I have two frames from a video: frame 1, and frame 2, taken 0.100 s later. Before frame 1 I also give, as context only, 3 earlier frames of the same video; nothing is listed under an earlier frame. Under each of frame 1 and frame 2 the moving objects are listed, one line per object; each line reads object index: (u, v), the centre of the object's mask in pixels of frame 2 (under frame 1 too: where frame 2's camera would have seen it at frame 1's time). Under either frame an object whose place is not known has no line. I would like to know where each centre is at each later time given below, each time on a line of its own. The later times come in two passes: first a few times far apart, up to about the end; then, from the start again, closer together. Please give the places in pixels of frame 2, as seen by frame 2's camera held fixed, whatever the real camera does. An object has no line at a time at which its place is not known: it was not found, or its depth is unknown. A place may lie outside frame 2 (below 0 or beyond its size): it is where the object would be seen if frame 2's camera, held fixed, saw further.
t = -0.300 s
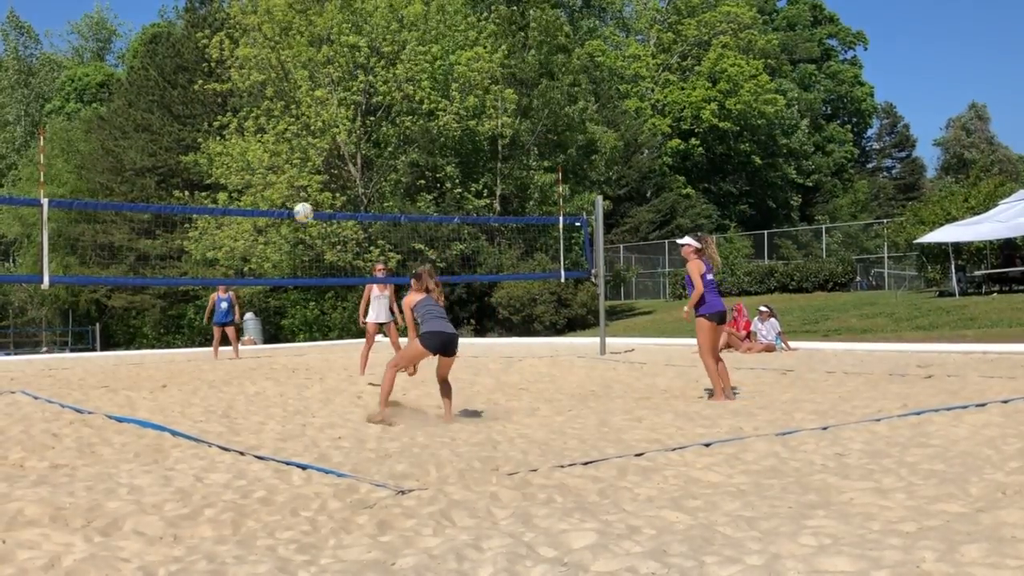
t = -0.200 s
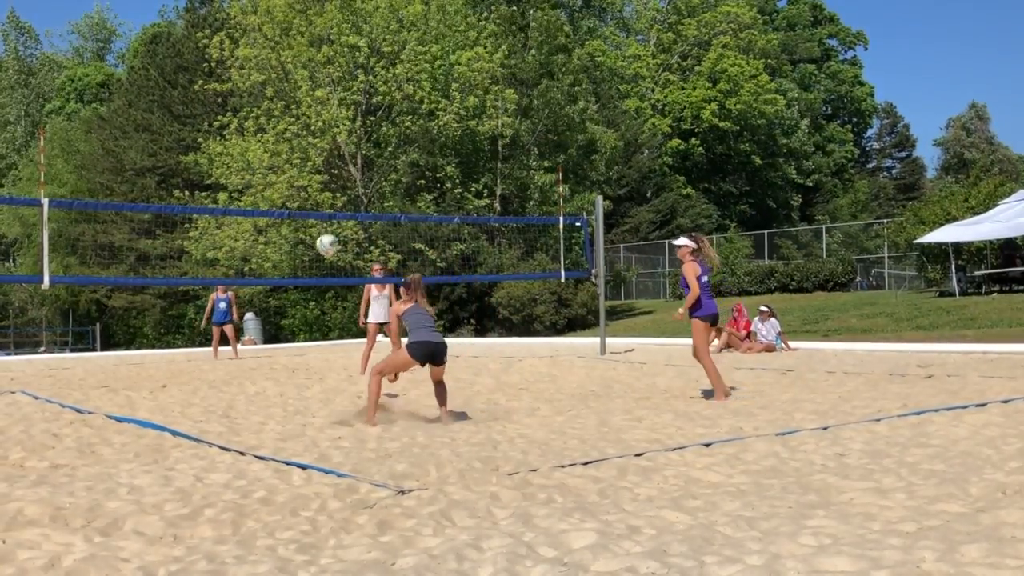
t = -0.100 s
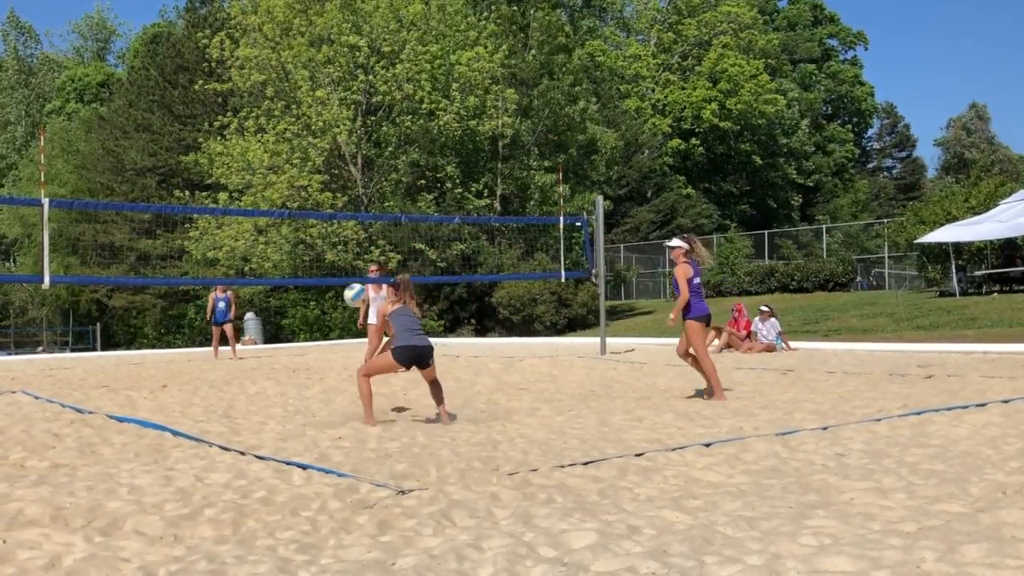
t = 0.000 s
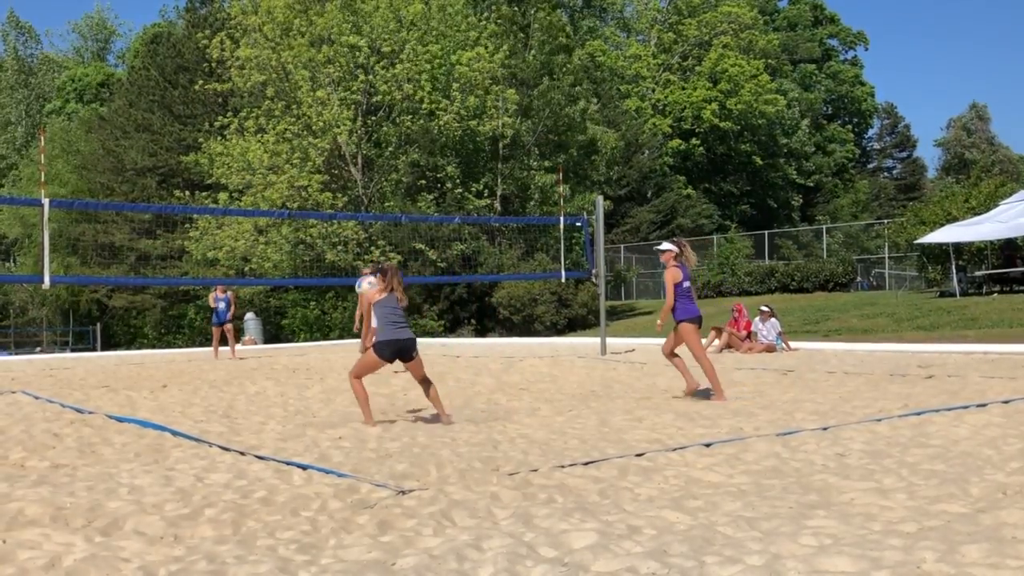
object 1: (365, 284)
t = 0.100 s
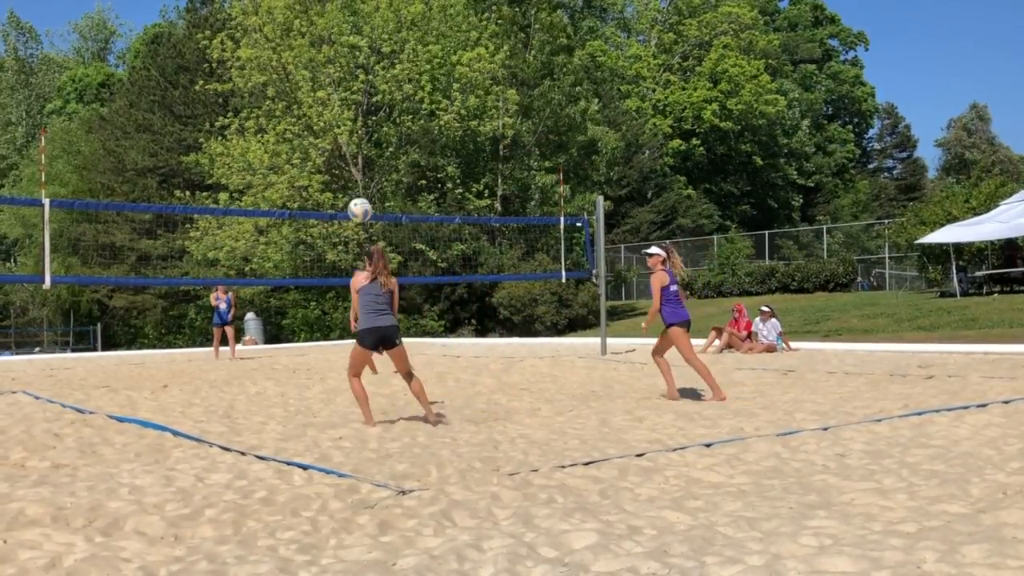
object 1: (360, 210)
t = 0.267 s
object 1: (347, 112)
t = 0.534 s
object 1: (331, 28)
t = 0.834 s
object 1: (319, 18)
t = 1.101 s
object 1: (312, 70)
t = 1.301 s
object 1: (309, 139)
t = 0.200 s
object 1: (352, 147)
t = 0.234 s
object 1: (349, 129)
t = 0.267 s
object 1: (347, 112)
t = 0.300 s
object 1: (345, 98)
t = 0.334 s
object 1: (342, 84)
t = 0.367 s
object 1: (340, 71)
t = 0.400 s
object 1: (338, 60)
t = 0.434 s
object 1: (336, 50)
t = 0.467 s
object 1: (334, 41)
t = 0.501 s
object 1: (333, 34)
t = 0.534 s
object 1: (331, 28)
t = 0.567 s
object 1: (329, 23)
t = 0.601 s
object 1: (328, 18)
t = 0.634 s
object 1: (327, 15)
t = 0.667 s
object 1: (325, 13)
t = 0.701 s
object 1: (324, 12)
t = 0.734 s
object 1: (323, 12)
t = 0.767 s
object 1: (321, 12)
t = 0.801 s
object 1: (320, 15)
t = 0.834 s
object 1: (319, 18)
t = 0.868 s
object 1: (317, 21)
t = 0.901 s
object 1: (316, 24)
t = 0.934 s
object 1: (315, 30)
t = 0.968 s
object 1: (315, 36)
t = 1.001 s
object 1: (315, 44)
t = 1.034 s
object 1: (313, 51)
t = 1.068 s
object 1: (312, 60)
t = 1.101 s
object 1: (312, 70)
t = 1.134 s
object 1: (312, 78)
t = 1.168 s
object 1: (311, 89)
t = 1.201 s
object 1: (310, 101)
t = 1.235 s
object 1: (310, 113)
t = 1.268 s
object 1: (309, 125)
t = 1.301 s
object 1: (309, 139)
